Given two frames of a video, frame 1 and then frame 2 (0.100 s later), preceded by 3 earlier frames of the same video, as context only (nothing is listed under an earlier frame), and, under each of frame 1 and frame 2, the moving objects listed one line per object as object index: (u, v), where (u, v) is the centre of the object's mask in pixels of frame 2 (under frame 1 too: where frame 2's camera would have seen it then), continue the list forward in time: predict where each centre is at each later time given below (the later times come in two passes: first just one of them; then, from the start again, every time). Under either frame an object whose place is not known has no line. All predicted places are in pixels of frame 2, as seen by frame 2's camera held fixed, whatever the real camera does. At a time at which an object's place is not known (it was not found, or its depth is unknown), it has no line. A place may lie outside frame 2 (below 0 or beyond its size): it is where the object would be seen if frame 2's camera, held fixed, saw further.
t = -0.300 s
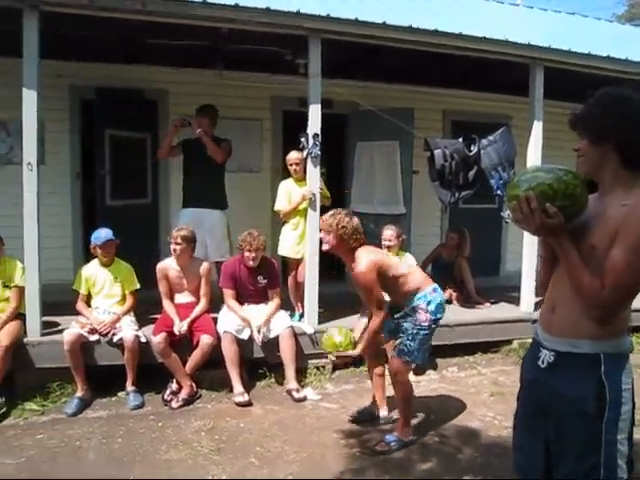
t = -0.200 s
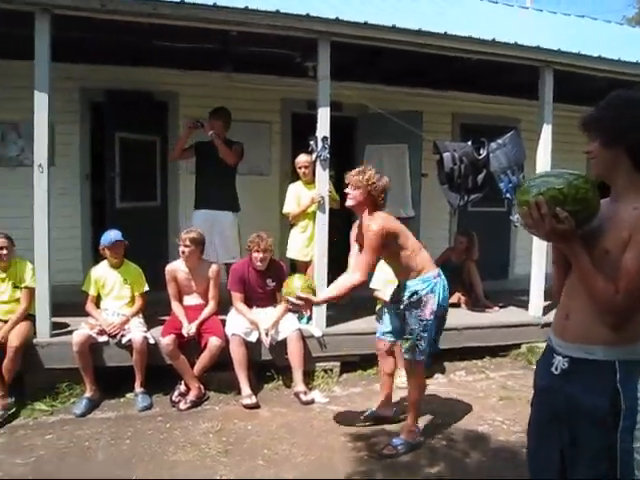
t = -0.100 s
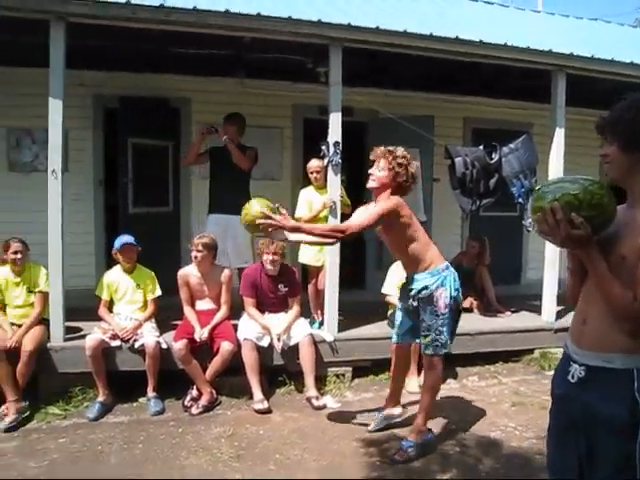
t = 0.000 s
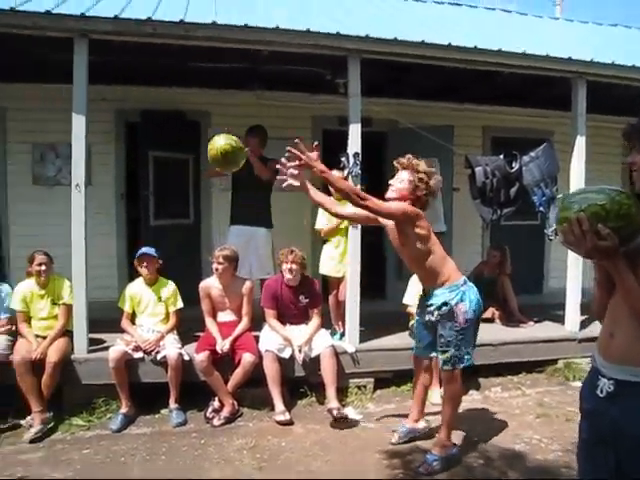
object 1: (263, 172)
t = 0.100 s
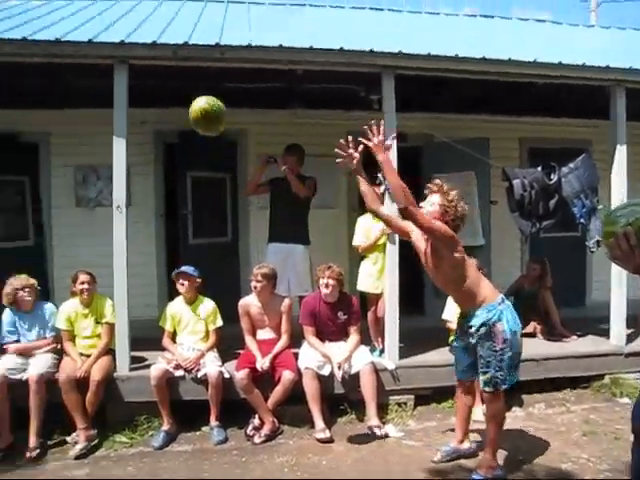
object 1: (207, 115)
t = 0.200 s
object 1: (153, 77)
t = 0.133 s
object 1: (190, 100)
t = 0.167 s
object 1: (171, 87)
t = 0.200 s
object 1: (153, 77)
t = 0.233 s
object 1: (135, 68)
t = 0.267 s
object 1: (116, 60)
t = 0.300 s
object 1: (97, 56)
